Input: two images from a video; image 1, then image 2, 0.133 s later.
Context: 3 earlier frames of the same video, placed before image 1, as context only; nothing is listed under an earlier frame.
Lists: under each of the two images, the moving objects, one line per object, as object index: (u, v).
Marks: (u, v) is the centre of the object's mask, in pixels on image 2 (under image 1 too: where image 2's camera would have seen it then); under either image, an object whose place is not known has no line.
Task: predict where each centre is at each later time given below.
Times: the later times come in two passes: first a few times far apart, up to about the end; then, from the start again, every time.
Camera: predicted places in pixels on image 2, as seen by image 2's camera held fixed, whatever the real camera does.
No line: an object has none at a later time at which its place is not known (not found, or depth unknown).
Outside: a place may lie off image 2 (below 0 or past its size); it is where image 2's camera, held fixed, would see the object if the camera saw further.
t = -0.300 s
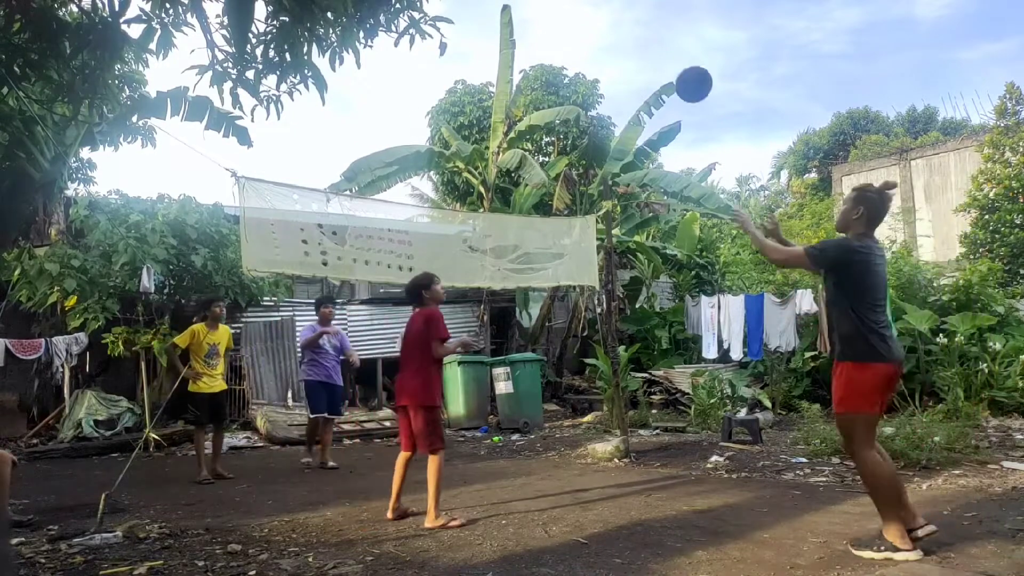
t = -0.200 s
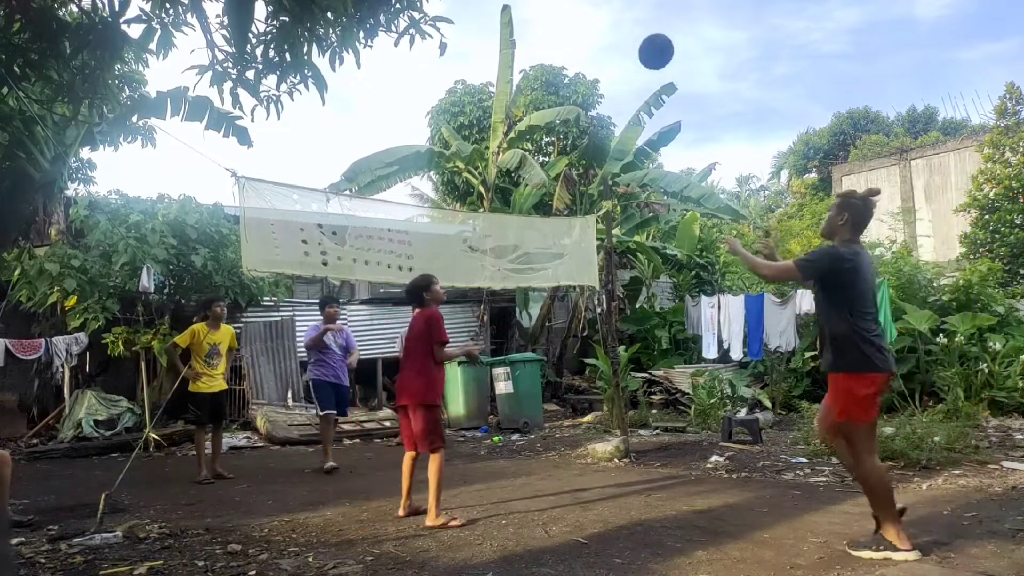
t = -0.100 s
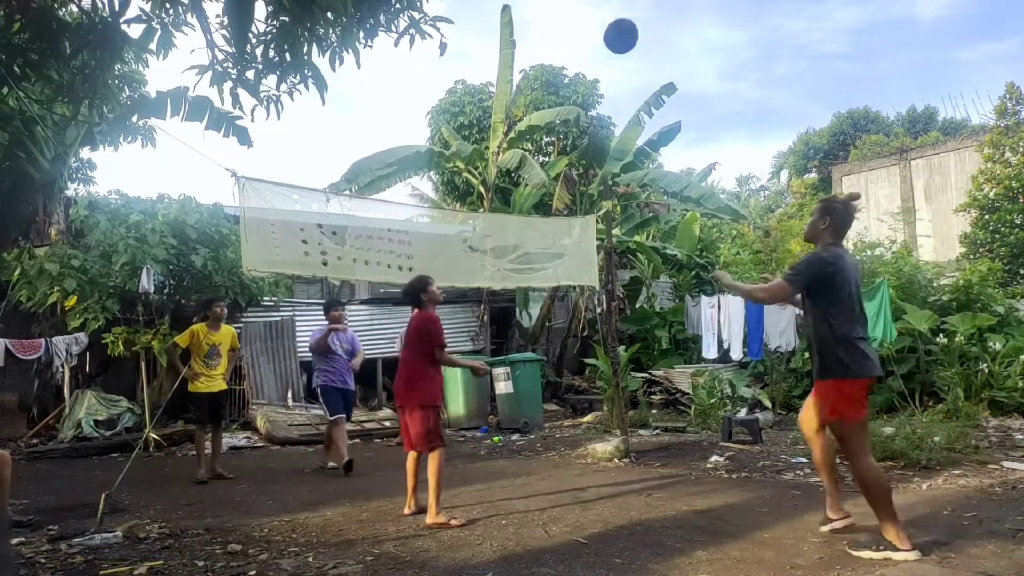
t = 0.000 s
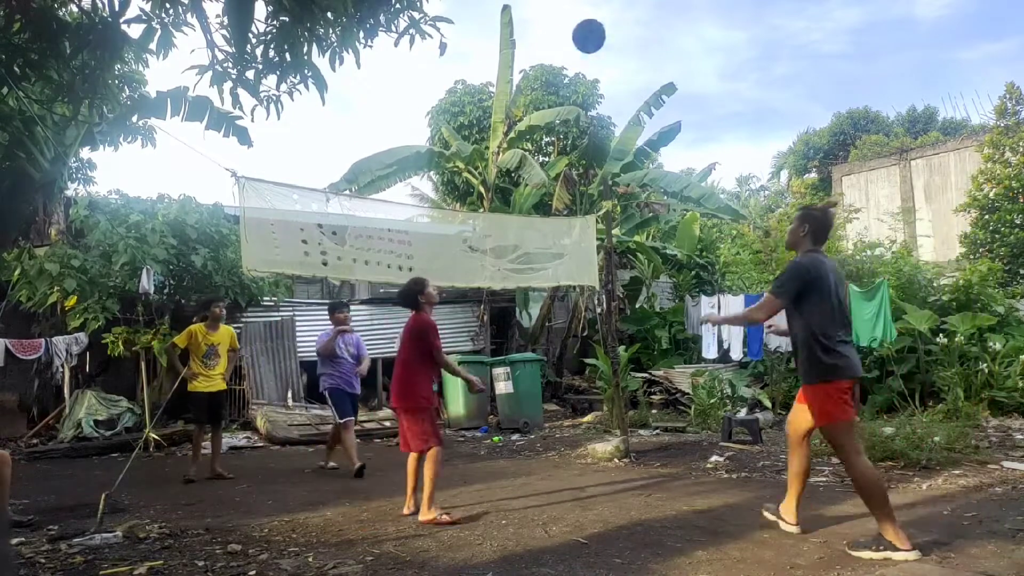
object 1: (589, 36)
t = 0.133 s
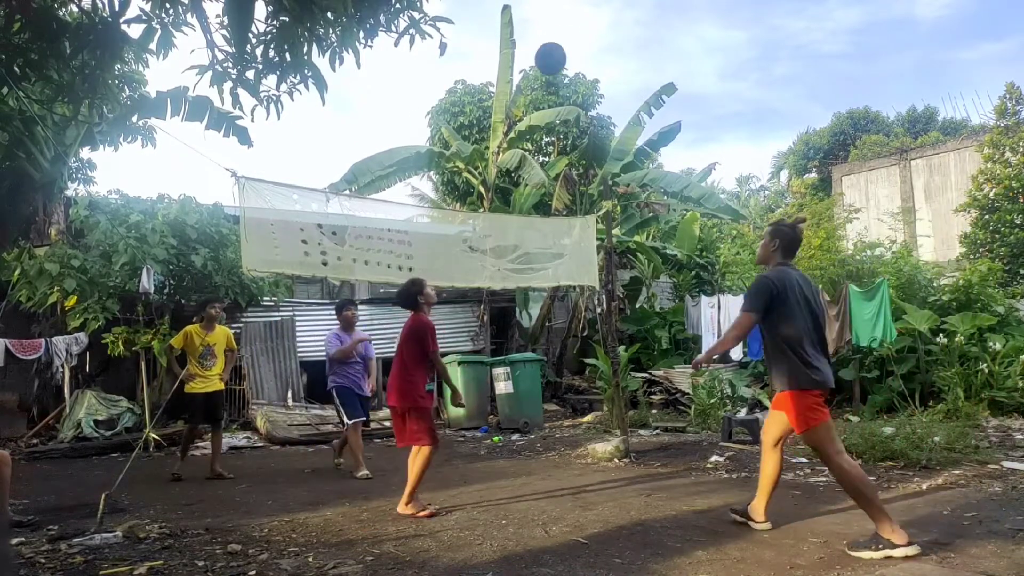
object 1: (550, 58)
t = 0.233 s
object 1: (524, 91)
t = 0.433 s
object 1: (475, 196)
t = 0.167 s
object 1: (542, 69)
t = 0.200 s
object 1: (533, 79)
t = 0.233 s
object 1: (524, 91)
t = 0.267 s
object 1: (515, 106)
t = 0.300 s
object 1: (507, 121)
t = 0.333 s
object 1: (499, 138)
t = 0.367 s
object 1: (491, 157)
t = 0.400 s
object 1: (482, 175)
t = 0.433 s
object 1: (475, 196)
